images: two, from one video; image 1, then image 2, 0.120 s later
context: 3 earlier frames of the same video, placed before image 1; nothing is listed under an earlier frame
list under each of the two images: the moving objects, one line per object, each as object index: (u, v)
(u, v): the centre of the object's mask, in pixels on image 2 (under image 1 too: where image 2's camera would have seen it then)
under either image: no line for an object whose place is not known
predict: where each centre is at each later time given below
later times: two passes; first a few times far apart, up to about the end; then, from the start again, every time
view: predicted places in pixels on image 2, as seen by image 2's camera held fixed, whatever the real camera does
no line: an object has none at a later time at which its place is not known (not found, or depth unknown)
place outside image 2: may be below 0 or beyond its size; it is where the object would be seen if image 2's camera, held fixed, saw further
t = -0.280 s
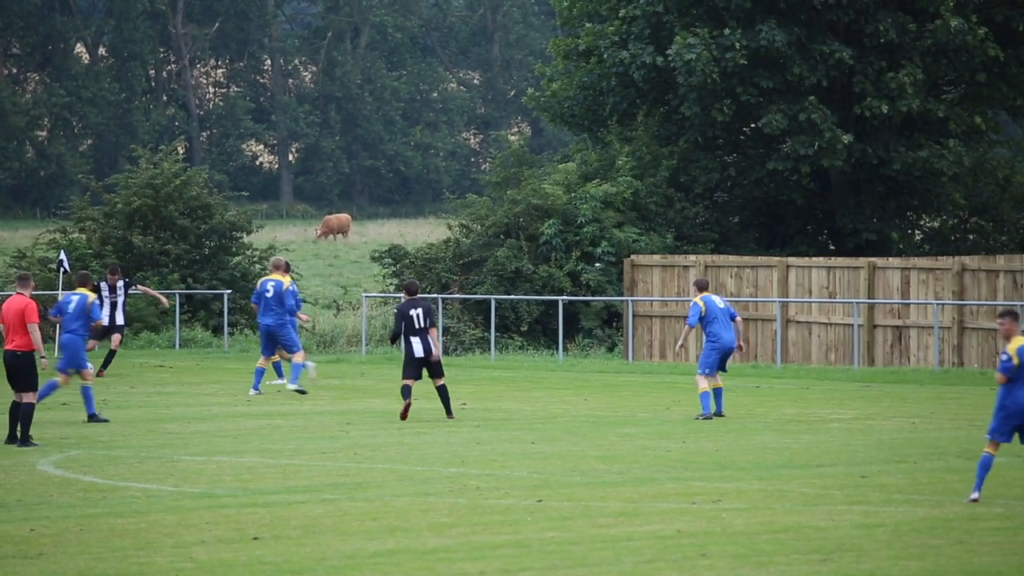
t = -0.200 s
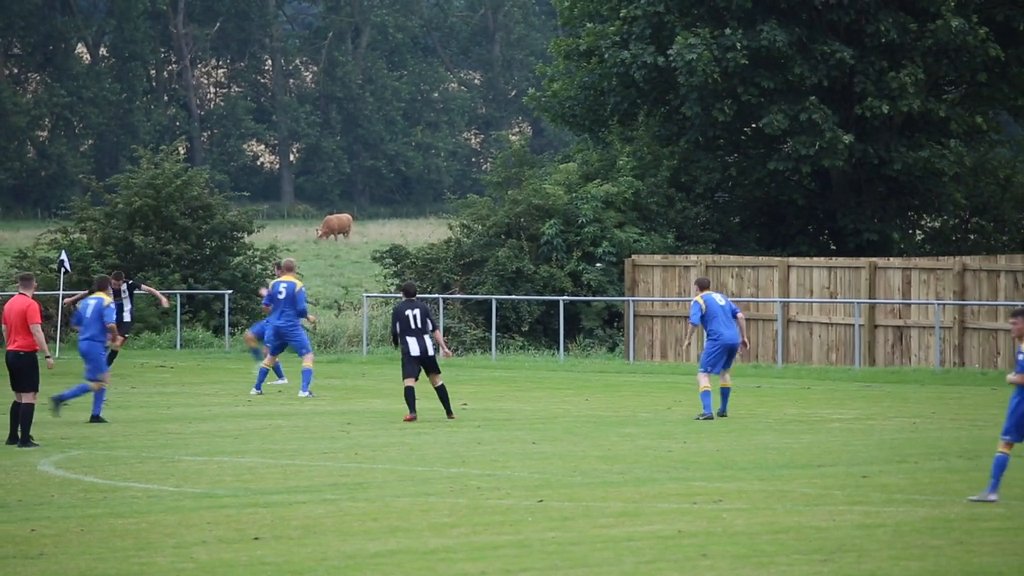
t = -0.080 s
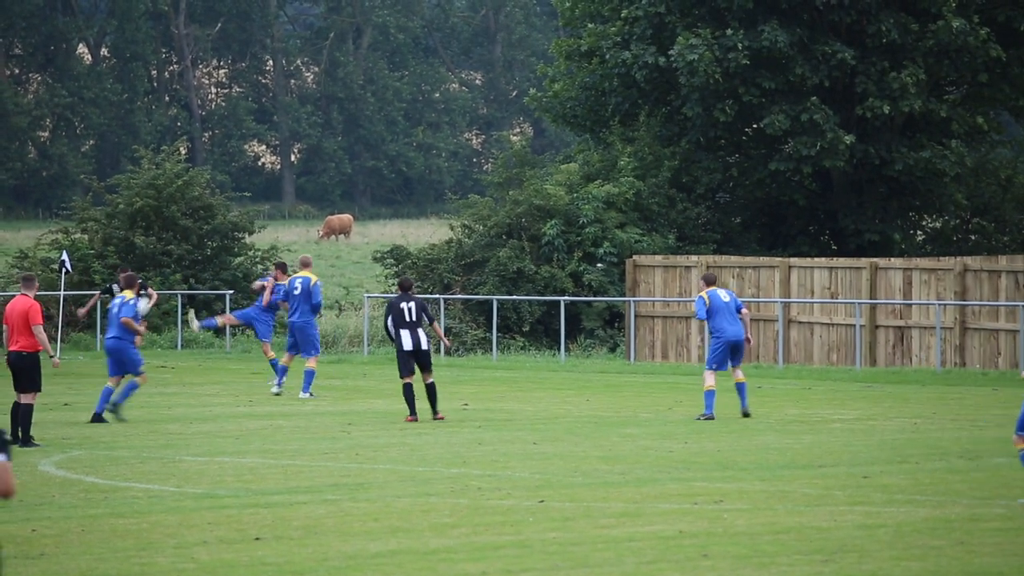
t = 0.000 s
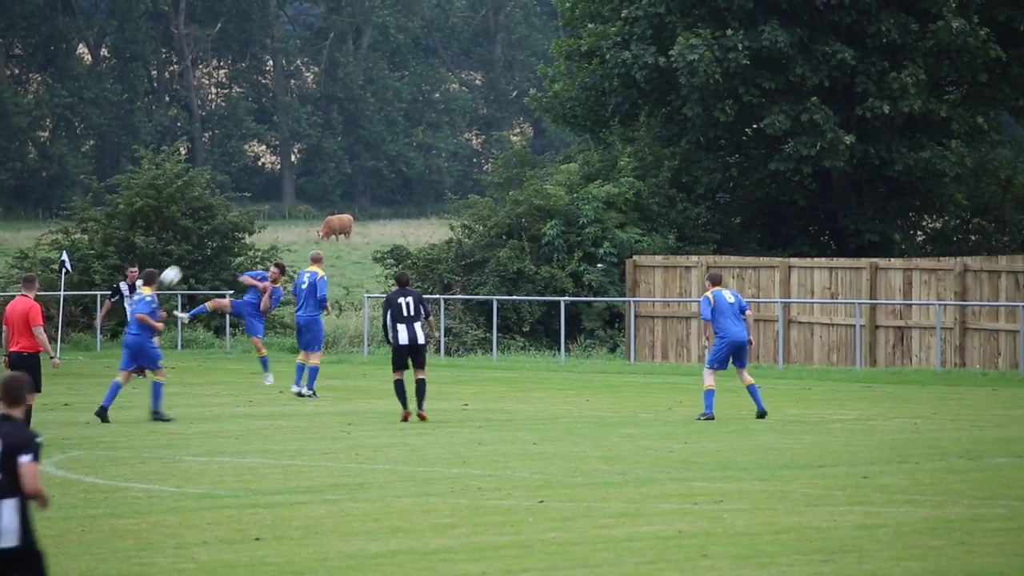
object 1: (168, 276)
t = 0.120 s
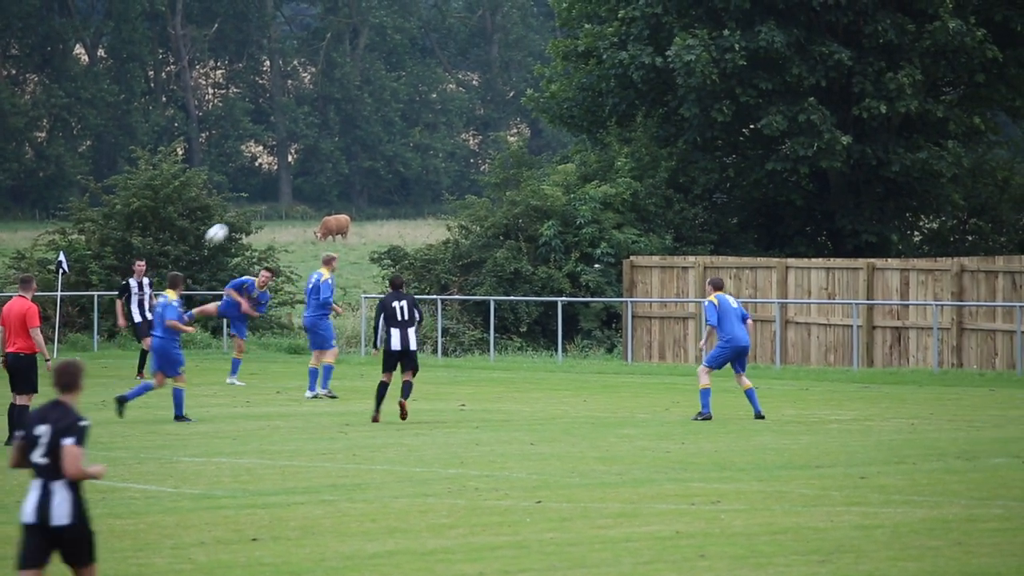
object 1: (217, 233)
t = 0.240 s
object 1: (269, 196)
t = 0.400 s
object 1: (343, 158)
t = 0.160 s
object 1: (234, 220)
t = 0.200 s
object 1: (252, 207)
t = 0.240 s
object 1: (269, 196)
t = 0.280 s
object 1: (288, 186)
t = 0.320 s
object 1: (306, 176)
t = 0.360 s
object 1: (325, 167)
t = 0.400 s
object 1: (343, 158)
